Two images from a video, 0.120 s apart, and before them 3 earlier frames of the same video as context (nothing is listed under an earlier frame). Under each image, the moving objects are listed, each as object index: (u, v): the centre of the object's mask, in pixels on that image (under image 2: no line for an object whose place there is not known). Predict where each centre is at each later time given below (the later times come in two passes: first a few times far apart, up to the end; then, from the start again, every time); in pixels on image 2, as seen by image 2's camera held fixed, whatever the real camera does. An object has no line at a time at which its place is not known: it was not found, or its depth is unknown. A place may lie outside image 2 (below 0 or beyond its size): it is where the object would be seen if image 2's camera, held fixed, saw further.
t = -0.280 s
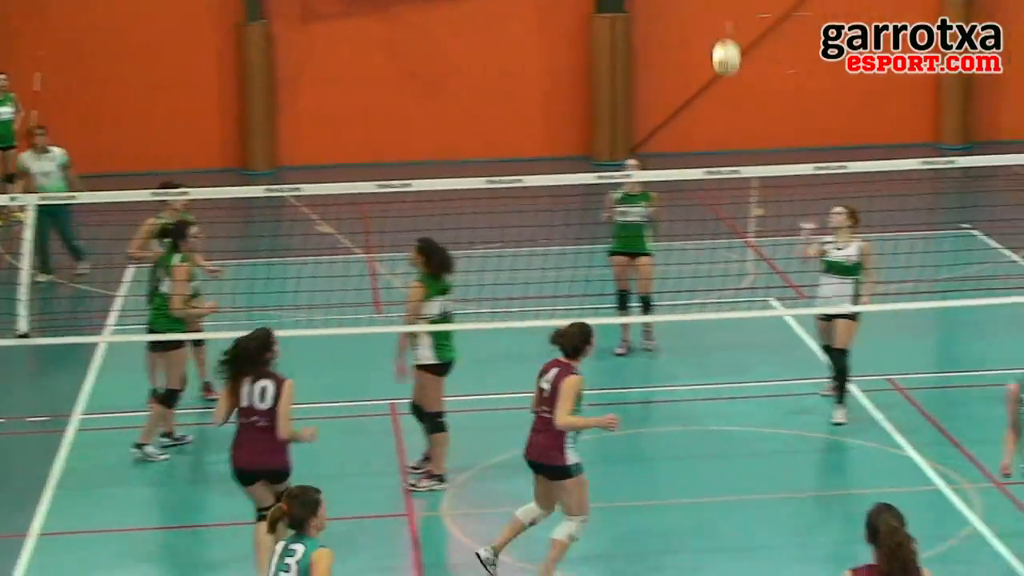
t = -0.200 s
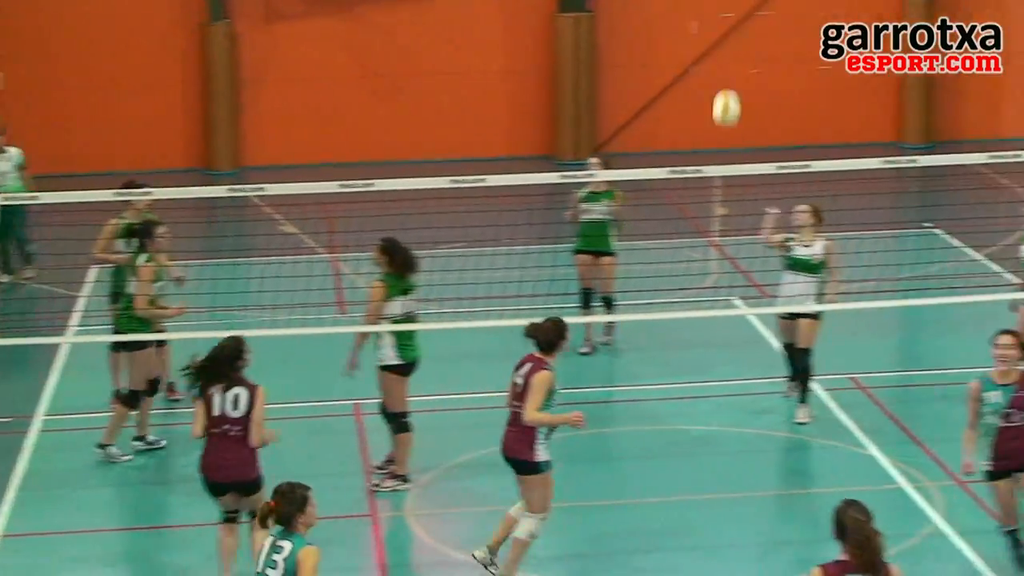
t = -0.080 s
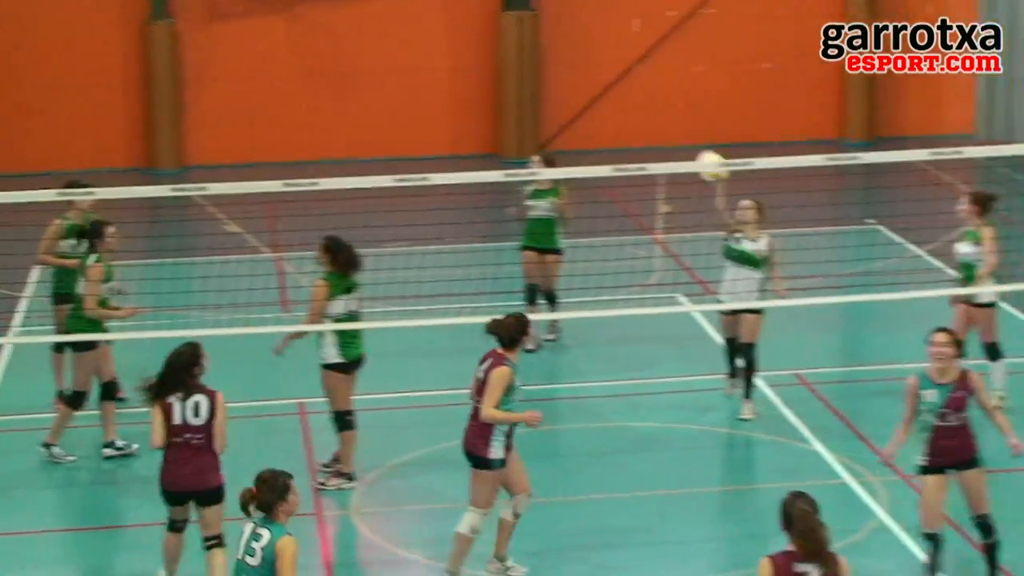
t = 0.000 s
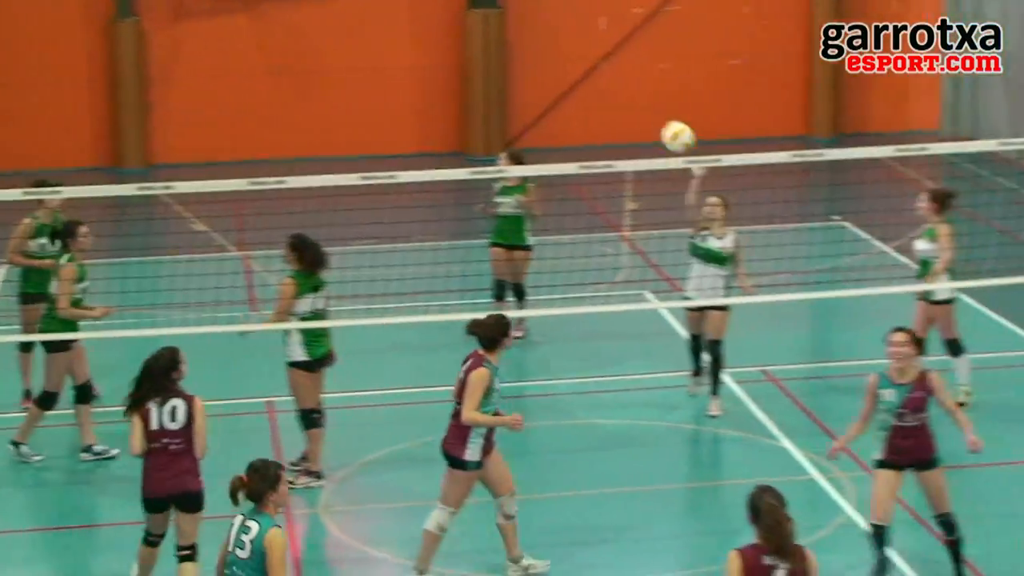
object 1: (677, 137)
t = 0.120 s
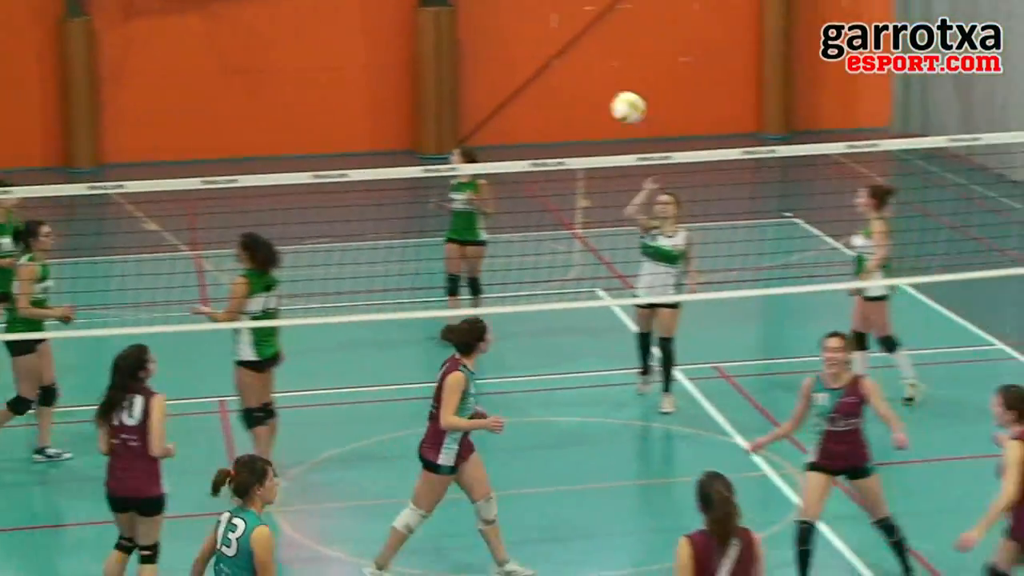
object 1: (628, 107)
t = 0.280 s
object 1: (623, 102)
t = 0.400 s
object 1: (621, 127)
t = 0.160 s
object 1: (626, 102)
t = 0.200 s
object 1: (625, 100)
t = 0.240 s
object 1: (624, 100)
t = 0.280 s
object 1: (623, 102)
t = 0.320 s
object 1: (622, 108)
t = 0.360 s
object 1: (622, 115)
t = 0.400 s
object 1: (621, 127)
